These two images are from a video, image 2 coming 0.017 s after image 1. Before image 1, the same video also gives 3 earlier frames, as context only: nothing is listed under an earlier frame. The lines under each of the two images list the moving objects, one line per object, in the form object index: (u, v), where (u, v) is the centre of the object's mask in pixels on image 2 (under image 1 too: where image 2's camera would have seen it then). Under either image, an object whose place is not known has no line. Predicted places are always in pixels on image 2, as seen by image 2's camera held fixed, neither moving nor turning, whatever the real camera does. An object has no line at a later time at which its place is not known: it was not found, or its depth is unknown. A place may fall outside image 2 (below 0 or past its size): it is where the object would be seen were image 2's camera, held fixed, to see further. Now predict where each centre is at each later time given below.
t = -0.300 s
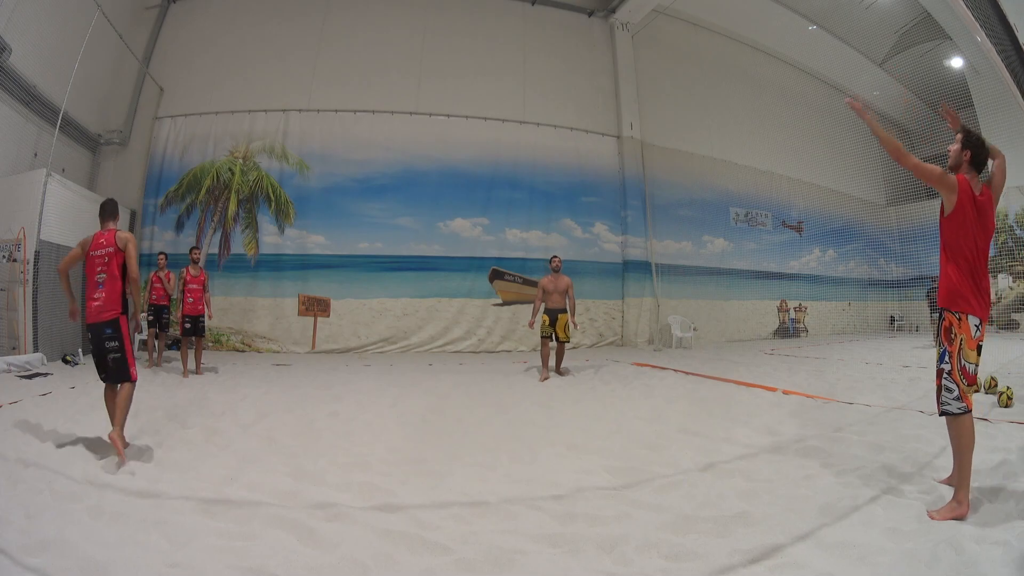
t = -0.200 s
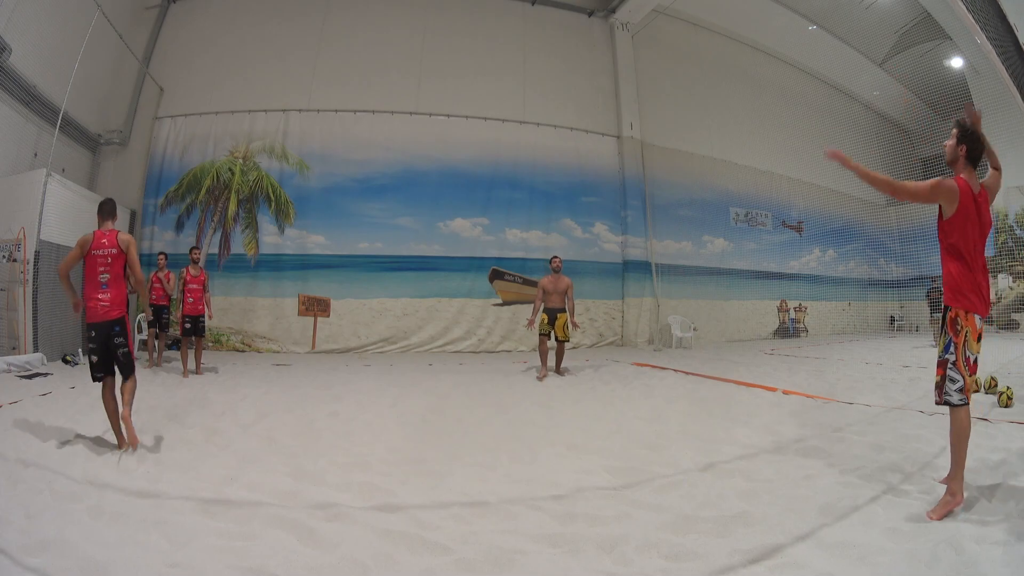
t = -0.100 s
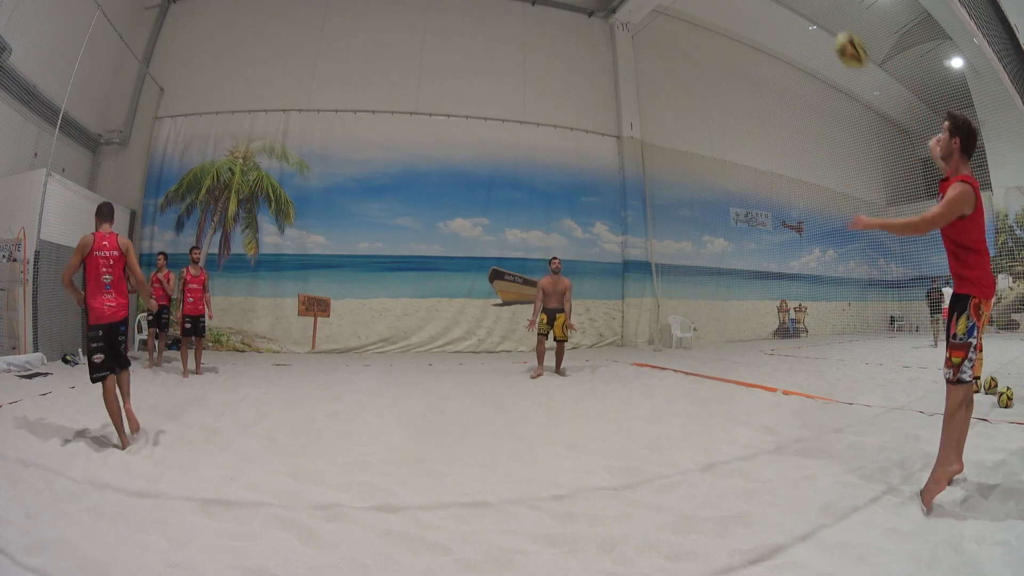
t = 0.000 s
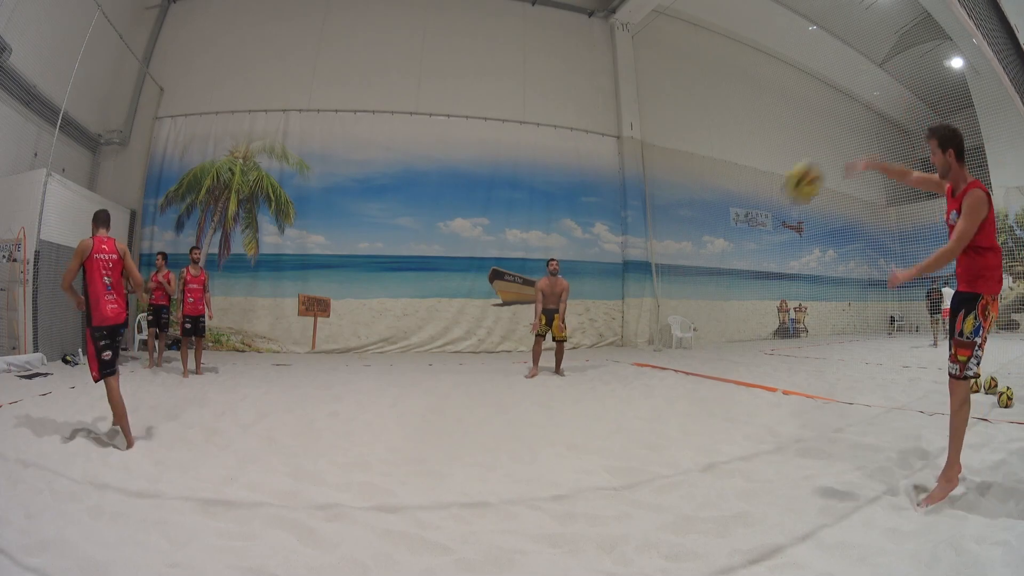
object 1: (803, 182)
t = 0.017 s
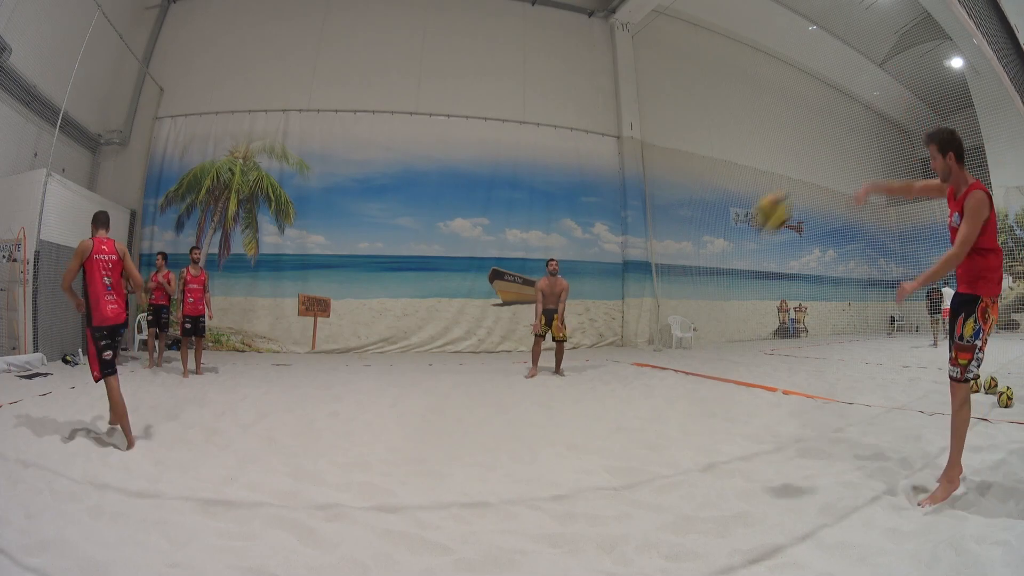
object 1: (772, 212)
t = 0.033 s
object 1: (740, 243)
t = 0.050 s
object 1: (708, 271)
